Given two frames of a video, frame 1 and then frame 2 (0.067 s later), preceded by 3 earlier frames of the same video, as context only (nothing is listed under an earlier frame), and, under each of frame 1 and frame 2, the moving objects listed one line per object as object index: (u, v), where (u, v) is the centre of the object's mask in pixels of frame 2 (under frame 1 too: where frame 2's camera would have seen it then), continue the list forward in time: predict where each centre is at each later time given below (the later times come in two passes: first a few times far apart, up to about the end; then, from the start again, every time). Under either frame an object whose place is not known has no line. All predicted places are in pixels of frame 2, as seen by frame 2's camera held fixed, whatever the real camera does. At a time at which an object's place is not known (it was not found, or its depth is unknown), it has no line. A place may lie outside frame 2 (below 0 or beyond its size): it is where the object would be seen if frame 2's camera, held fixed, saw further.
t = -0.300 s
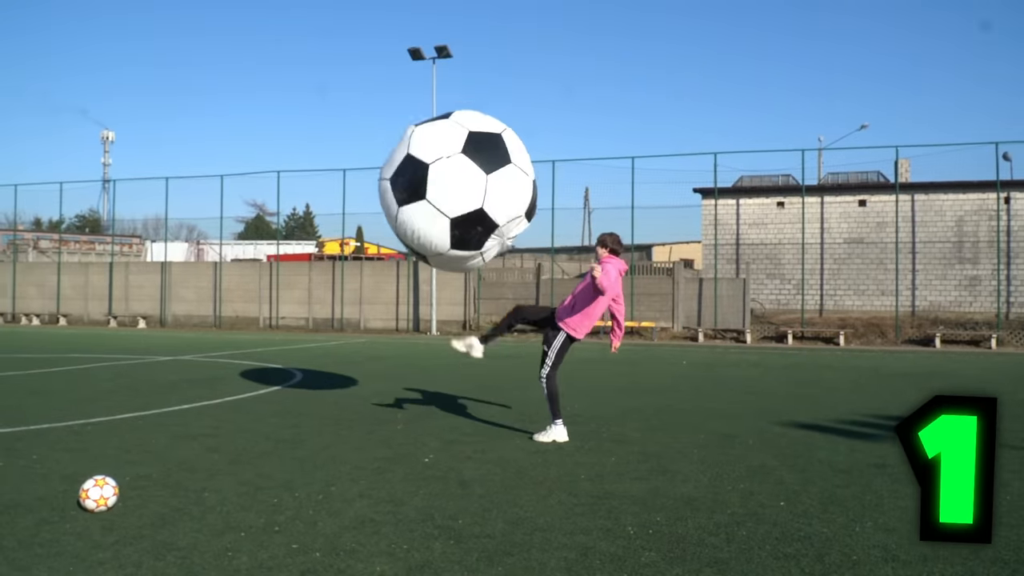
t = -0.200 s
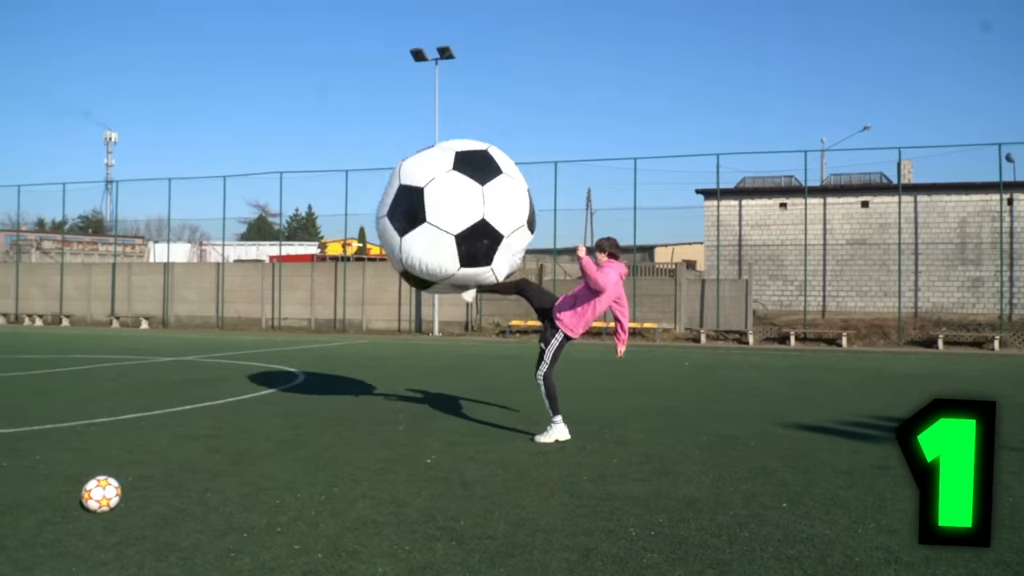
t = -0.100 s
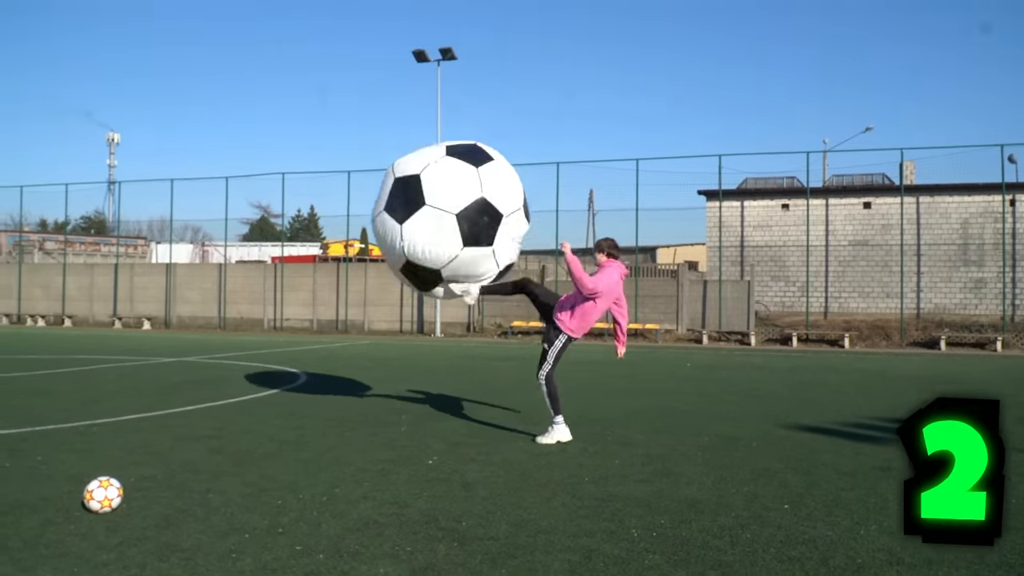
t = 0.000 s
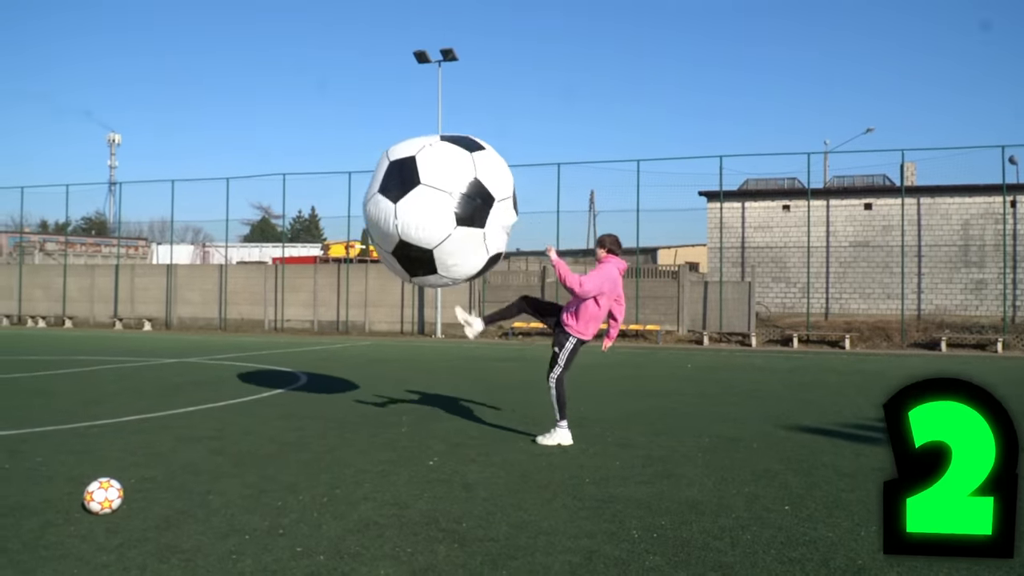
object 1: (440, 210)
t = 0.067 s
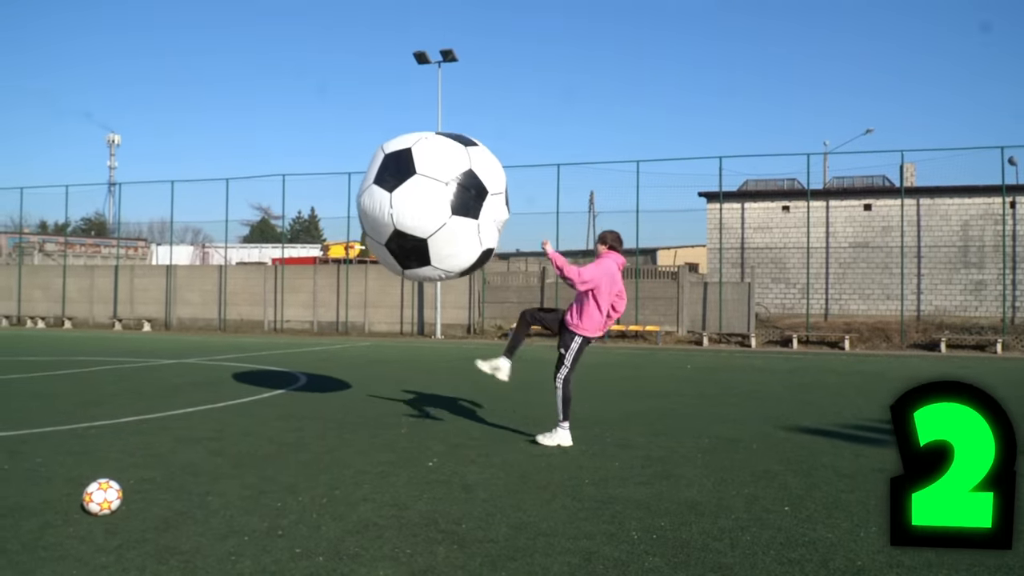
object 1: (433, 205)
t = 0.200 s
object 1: (419, 202)
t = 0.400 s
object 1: (399, 211)
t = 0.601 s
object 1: (379, 237)
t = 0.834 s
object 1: (359, 282)
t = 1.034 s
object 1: (342, 333)
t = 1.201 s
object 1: (333, 345)
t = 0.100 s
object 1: (430, 204)
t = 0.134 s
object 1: (426, 203)
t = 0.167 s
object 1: (423, 202)
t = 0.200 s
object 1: (419, 202)
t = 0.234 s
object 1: (416, 202)
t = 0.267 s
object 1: (412, 203)
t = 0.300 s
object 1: (409, 205)
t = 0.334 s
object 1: (405, 206)
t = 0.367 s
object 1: (402, 209)
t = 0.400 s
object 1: (399, 211)
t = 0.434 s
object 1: (395, 214)
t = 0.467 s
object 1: (392, 218)
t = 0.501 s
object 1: (389, 222)
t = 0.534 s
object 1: (386, 227)
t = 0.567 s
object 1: (383, 232)
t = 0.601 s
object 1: (379, 237)
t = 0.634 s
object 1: (376, 242)
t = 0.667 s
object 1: (373, 248)
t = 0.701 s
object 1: (370, 254)
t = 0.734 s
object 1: (367, 260)
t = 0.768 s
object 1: (364, 267)
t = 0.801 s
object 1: (361, 274)
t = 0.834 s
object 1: (359, 282)
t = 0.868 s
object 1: (356, 289)
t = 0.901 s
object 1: (353, 298)
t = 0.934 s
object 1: (350, 306)
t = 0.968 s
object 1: (347, 315)
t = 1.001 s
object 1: (345, 324)
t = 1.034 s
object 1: (342, 333)
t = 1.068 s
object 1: (340, 343)
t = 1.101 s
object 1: (337, 352)
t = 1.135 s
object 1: (335, 357)
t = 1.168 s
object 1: (334, 352)
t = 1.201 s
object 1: (333, 345)
